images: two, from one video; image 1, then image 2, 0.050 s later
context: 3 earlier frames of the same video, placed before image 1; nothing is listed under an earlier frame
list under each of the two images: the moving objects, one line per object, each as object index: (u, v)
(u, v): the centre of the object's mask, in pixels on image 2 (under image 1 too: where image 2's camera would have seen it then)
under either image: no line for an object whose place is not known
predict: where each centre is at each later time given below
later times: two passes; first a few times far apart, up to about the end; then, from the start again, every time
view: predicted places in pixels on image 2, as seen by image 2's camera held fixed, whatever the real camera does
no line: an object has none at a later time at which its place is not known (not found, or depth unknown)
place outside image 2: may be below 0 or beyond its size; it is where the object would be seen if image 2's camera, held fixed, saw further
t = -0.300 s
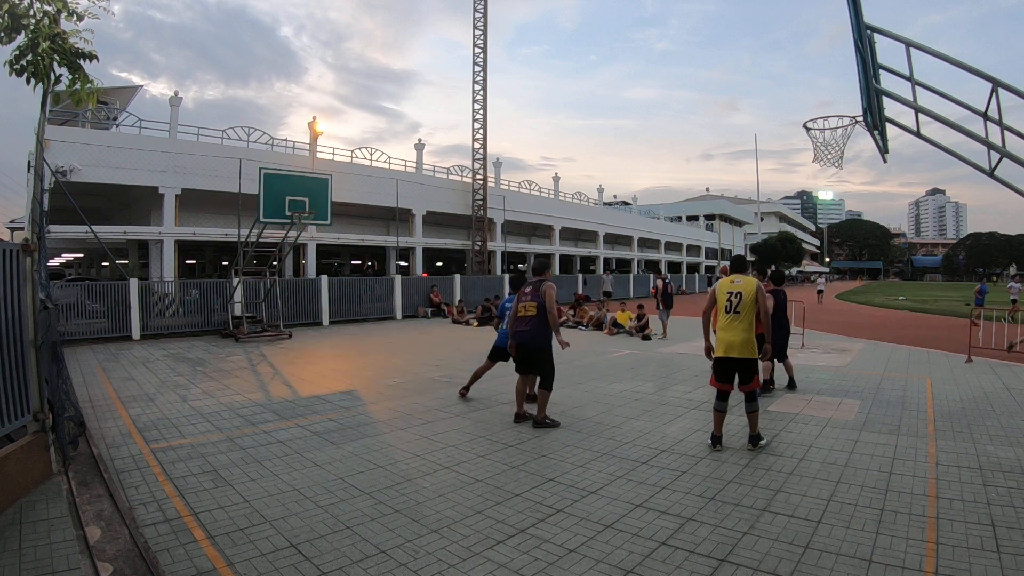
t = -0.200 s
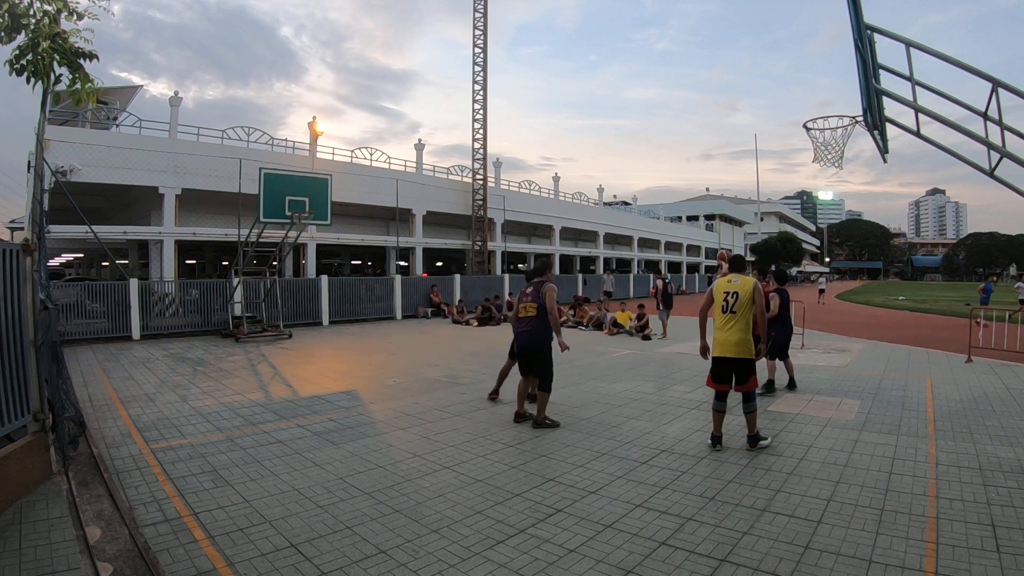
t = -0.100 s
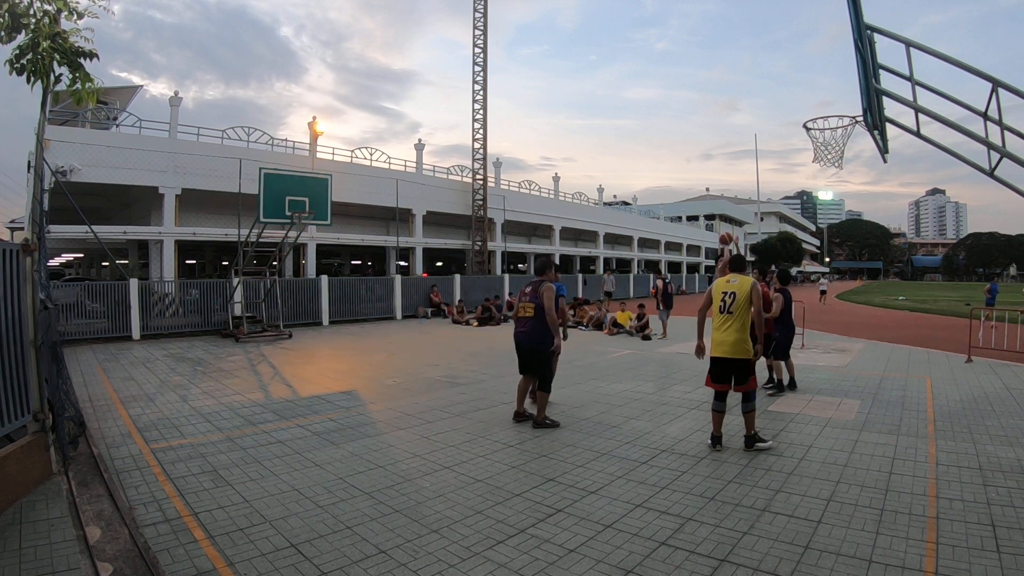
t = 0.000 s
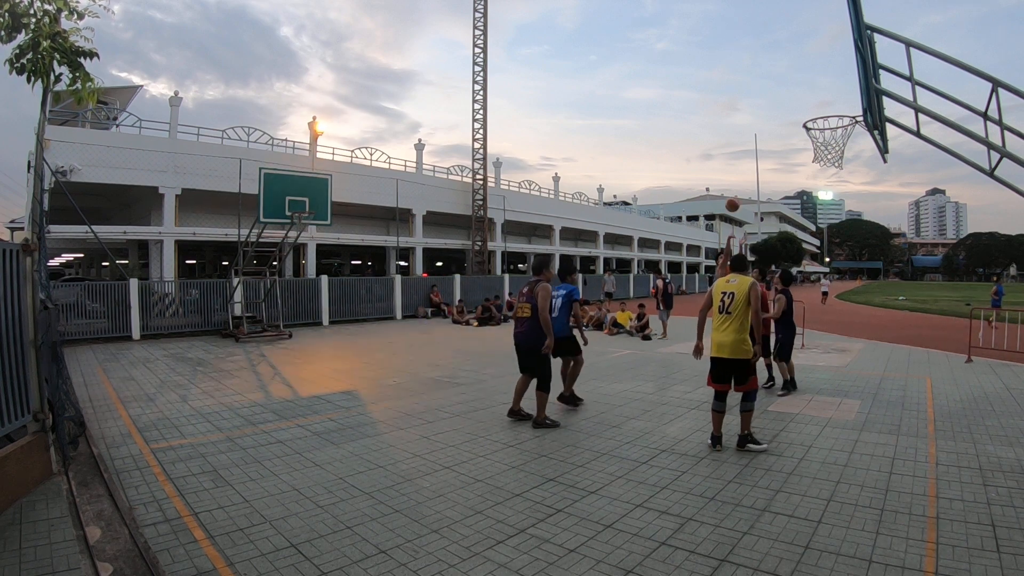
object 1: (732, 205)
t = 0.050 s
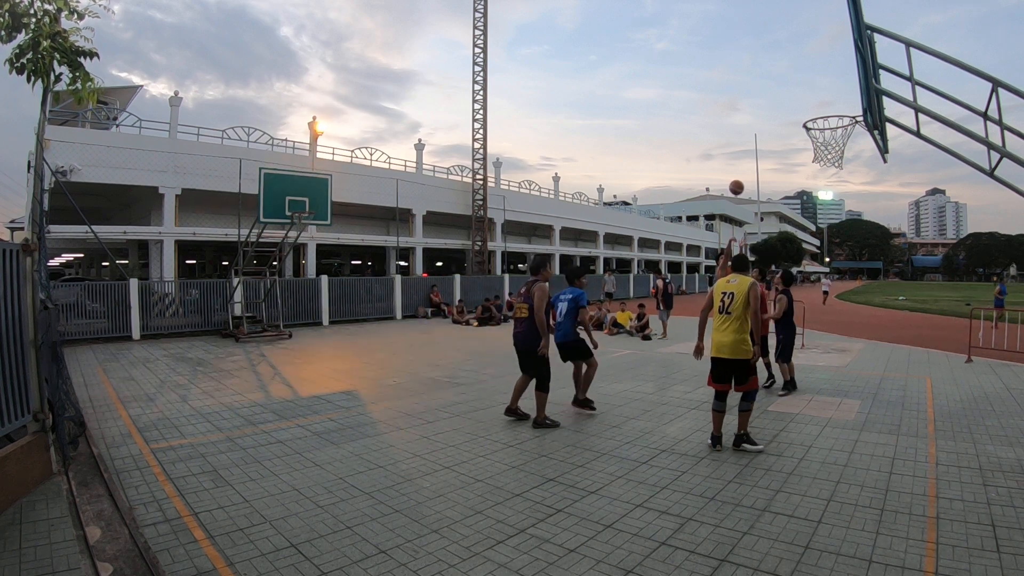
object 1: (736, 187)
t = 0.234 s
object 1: (753, 133)
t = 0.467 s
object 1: (780, 85)
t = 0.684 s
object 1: (813, 69)
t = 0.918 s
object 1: (853, 98)
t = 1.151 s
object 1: (790, 97)
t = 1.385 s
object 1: (730, 93)
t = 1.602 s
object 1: (677, 139)
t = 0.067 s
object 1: (738, 182)
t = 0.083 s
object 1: (739, 177)
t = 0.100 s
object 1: (741, 171)
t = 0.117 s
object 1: (742, 166)
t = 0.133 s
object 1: (744, 161)
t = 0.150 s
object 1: (745, 156)
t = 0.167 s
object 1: (747, 151)
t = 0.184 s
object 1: (748, 146)
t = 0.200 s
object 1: (750, 142)
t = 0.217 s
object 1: (752, 137)
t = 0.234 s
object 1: (753, 133)
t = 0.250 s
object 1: (755, 129)
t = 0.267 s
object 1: (757, 124)
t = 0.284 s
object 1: (758, 120)
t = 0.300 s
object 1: (760, 116)
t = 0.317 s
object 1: (762, 113)
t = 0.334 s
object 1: (764, 109)
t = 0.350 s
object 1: (766, 106)
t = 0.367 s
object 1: (768, 102)
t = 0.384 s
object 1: (770, 99)
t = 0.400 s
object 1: (771, 96)
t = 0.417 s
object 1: (774, 93)
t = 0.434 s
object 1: (776, 90)
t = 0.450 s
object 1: (778, 87)
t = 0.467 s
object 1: (780, 85)
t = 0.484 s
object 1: (782, 82)
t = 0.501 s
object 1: (784, 80)
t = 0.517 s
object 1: (787, 78)
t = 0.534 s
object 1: (789, 76)
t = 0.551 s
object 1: (791, 75)
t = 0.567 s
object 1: (794, 73)
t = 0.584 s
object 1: (796, 72)
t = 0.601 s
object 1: (799, 71)
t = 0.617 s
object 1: (802, 70)
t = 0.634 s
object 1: (804, 70)
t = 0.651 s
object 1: (807, 69)
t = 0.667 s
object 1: (810, 69)
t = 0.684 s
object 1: (813, 69)
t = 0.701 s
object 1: (817, 69)
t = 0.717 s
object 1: (820, 70)
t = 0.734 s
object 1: (823, 70)
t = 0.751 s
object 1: (827, 71)
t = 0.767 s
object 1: (830, 72)
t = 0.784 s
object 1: (834, 74)
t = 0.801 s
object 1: (838, 76)
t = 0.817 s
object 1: (841, 78)
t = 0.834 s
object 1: (846, 80)
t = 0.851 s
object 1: (849, 83)
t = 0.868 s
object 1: (852, 87)
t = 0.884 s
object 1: (854, 91)
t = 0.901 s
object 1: (855, 94)
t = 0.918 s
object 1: (853, 98)
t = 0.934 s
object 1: (851, 103)
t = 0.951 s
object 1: (848, 107)
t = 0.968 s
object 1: (845, 112)
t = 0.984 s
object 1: (839, 111)
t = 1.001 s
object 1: (834, 111)
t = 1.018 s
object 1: (829, 110)
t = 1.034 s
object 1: (823, 110)
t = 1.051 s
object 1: (818, 110)
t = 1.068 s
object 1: (812, 111)
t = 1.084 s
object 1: (807, 109)
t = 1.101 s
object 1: (803, 106)
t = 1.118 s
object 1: (798, 102)
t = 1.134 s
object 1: (794, 100)
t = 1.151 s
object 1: (790, 97)
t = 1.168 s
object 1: (785, 95)
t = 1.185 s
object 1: (780, 93)
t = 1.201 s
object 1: (776, 91)
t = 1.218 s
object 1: (772, 90)
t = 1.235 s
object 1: (767, 89)
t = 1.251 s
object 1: (763, 88)
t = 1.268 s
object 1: (759, 88)
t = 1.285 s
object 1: (755, 88)
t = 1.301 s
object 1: (751, 88)
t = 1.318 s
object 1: (746, 88)
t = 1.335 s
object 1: (742, 89)
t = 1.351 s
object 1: (738, 90)
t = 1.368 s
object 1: (734, 91)
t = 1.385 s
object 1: (730, 93)
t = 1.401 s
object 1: (726, 94)
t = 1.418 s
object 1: (721, 97)
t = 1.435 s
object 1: (717, 99)
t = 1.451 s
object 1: (713, 102)
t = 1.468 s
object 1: (709, 105)
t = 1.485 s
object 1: (705, 108)
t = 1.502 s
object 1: (701, 112)
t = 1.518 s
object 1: (697, 116)
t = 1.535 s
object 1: (693, 120)
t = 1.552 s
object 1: (689, 124)
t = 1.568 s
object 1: (685, 129)
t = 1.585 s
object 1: (681, 134)
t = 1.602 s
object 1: (677, 139)
